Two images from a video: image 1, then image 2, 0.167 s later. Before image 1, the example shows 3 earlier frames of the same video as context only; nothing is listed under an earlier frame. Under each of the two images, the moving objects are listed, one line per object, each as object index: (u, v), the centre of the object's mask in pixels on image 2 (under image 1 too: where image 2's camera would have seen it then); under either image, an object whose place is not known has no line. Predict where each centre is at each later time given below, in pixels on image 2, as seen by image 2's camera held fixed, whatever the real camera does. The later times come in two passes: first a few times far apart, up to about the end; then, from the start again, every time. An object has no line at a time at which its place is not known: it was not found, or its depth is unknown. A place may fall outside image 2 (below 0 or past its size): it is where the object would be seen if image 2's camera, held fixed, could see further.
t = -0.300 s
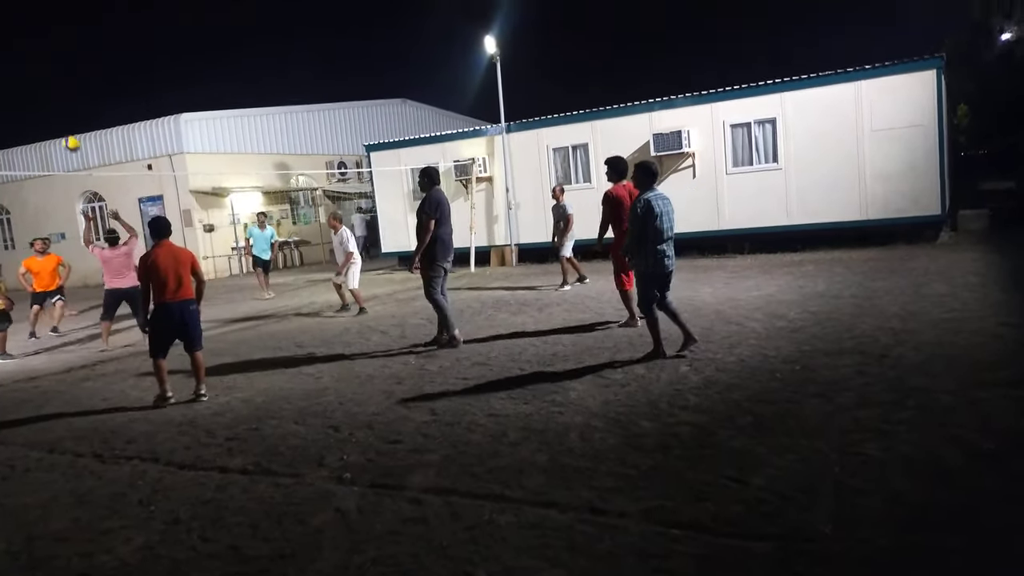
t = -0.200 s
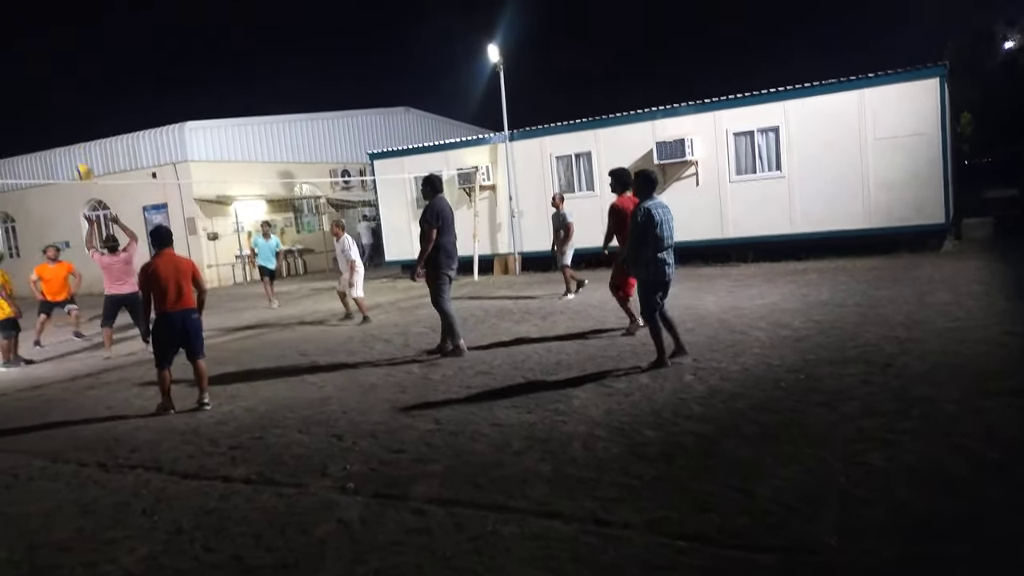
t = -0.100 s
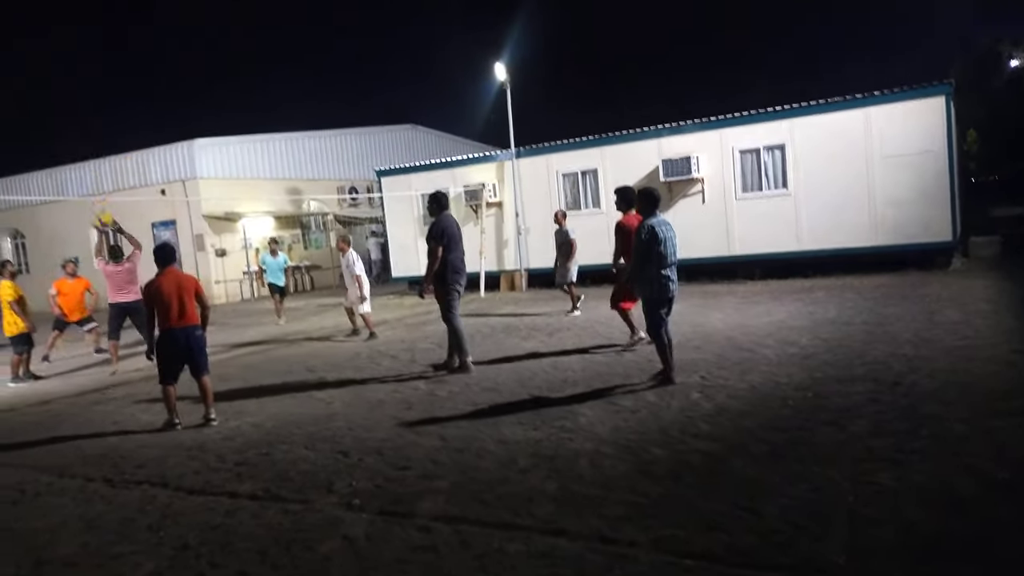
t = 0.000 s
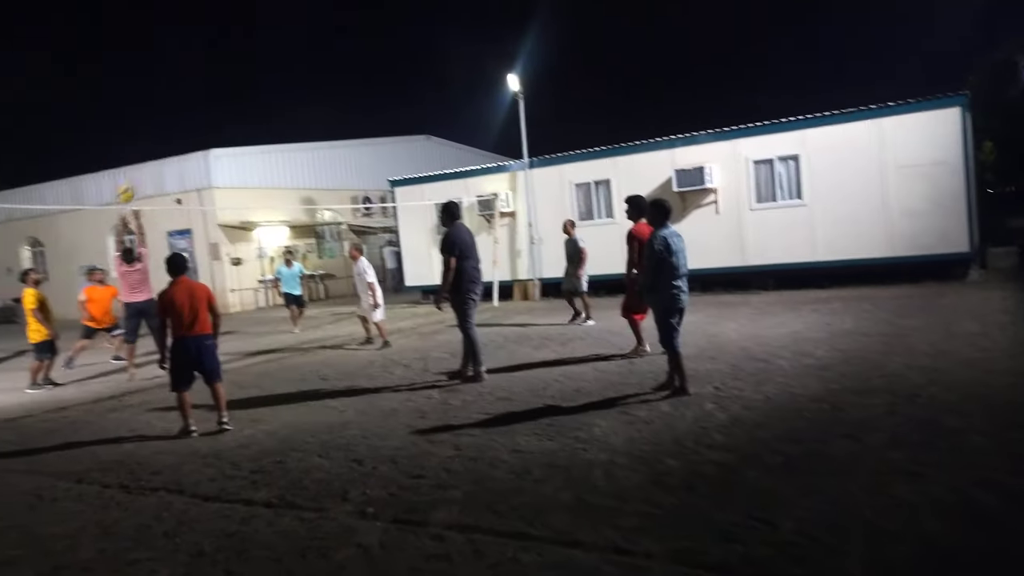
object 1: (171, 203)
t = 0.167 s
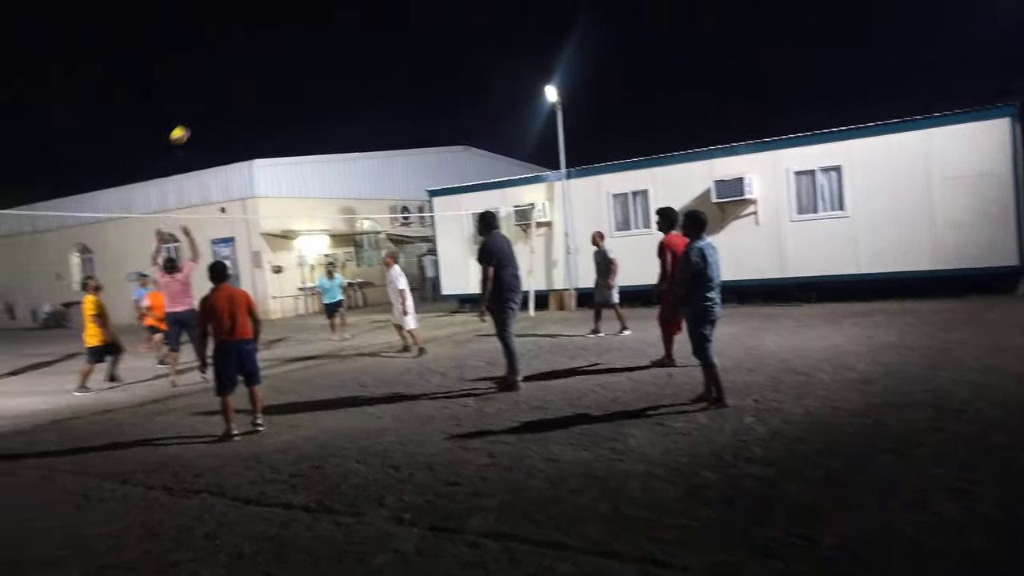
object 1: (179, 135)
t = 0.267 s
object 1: (185, 105)
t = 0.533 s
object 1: (203, 66)
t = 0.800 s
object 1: (226, 76)
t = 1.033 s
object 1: (247, 122)
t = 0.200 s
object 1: (181, 124)
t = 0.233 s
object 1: (183, 114)
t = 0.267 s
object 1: (185, 105)
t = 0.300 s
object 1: (186, 98)
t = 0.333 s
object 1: (188, 91)
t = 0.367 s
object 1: (192, 84)
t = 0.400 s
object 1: (194, 79)
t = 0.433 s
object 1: (196, 75)
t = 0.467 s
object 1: (198, 71)
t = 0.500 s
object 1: (201, 68)
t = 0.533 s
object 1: (203, 66)
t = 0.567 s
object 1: (206, 65)
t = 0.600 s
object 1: (209, 64)
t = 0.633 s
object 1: (212, 65)
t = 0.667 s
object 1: (215, 65)
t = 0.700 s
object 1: (217, 67)
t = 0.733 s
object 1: (220, 69)
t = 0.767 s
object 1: (223, 73)
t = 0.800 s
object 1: (226, 76)
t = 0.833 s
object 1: (229, 81)
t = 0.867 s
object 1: (232, 87)
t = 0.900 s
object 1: (235, 92)
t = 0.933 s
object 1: (239, 98)
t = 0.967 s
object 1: (242, 106)
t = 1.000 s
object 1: (245, 114)
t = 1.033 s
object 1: (247, 122)
